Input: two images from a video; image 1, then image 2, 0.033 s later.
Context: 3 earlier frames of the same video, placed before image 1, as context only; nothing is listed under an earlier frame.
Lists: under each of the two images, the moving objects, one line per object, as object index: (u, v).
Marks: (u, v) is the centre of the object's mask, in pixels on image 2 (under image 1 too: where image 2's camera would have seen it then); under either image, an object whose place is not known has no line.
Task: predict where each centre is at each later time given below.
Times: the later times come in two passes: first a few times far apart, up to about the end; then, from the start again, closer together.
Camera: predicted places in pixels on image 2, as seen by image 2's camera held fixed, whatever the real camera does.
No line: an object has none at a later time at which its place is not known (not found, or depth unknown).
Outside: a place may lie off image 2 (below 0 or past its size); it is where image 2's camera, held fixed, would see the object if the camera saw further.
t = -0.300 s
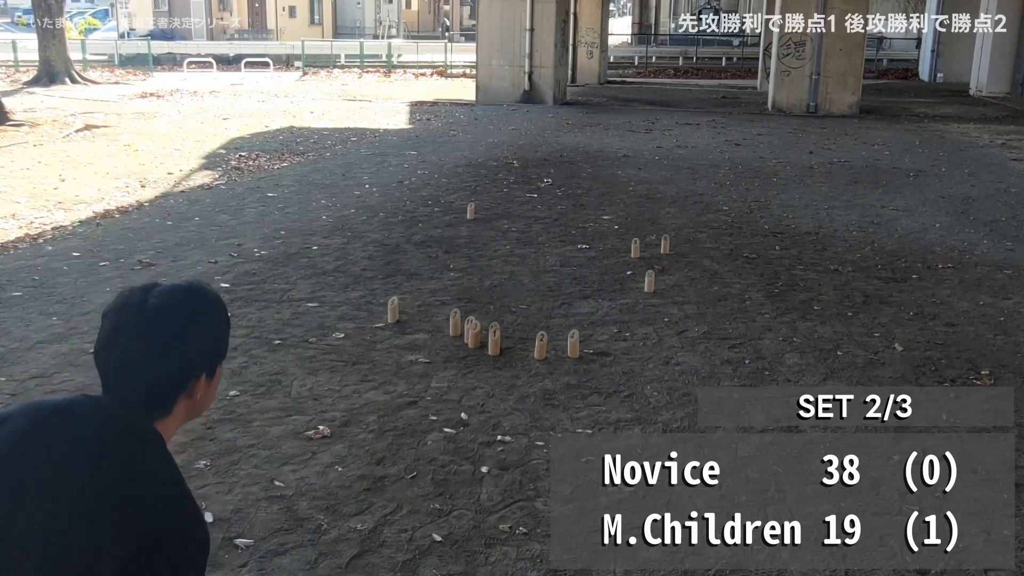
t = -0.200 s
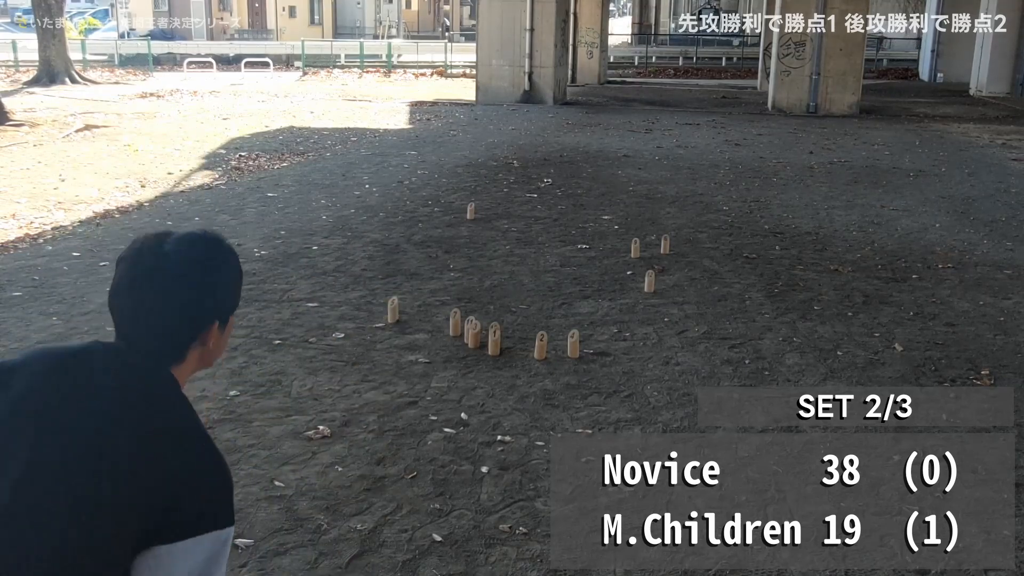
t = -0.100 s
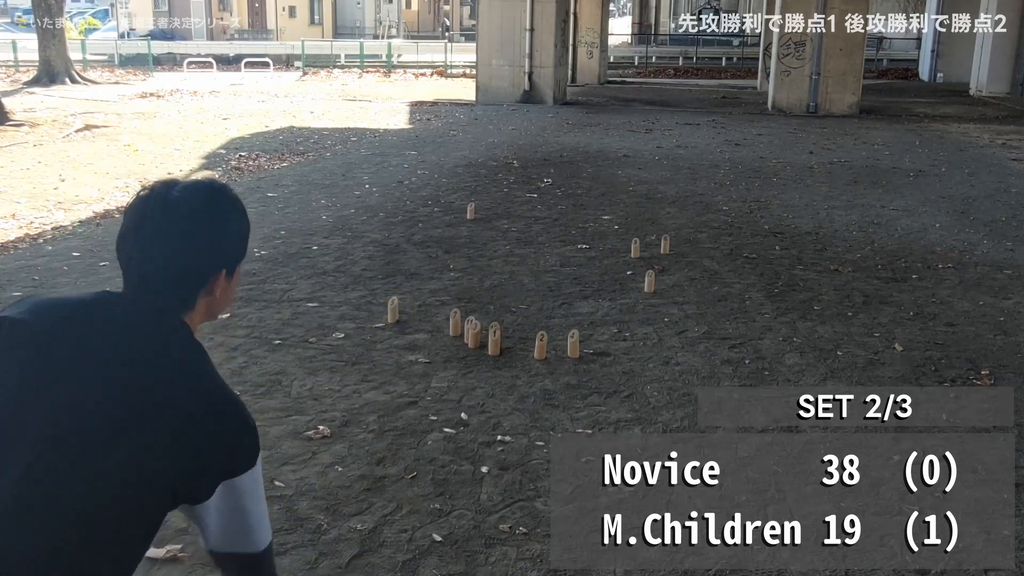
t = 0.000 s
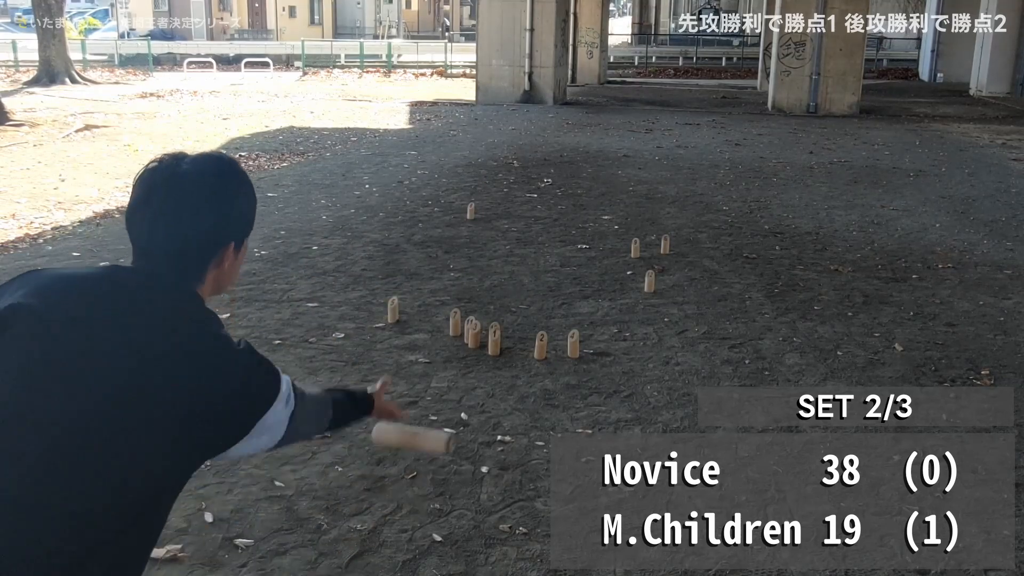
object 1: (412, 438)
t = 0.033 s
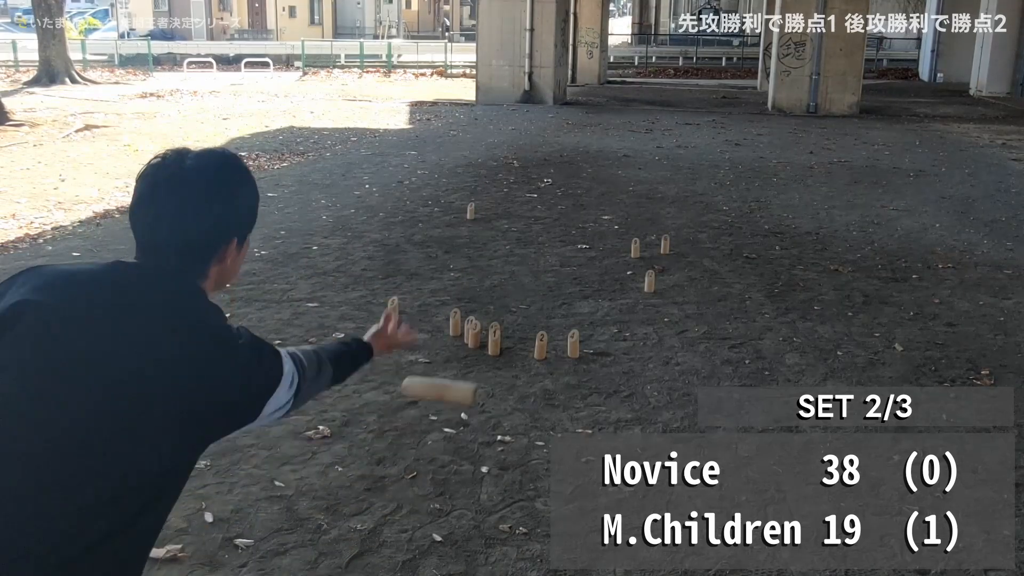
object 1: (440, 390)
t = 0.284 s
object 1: (571, 243)
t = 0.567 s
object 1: (636, 287)
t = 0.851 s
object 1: (677, 272)
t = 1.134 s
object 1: (710, 263)
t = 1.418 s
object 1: (722, 253)
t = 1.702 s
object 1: (730, 249)
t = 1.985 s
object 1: (727, 248)
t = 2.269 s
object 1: (723, 246)
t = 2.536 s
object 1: (723, 246)
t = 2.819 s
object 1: (723, 246)
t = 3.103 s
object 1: (723, 246)
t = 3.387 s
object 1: (723, 245)
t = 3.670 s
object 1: (723, 246)
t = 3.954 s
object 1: (723, 246)
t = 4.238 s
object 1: (722, 246)
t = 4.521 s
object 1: (723, 246)
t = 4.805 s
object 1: (723, 245)
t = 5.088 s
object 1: (723, 245)
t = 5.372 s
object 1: (723, 246)
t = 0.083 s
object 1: (477, 335)
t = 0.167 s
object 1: (524, 277)
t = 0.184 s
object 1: (532, 269)
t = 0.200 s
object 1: (539, 262)
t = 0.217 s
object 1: (546, 257)
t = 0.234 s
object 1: (553, 252)
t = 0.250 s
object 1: (559, 248)
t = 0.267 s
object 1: (565, 246)
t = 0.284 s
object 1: (571, 243)
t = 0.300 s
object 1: (577, 242)
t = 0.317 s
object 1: (582, 241)
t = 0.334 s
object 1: (588, 241)
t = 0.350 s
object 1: (592, 241)
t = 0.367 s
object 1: (596, 243)
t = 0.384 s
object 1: (601, 244)
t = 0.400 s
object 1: (605, 246)
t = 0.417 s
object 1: (609, 248)
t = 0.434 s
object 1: (612, 251)
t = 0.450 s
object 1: (616, 255)
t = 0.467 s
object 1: (619, 258)
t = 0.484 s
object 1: (623, 263)
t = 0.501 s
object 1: (625, 267)
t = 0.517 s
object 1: (628, 272)
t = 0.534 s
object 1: (630, 277)
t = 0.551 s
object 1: (633, 282)
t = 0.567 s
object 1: (636, 287)
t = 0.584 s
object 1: (638, 293)
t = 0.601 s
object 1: (641, 299)
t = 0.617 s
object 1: (643, 306)
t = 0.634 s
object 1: (645, 309)
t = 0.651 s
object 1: (647, 304)
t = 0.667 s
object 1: (650, 299)
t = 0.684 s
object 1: (653, 295)
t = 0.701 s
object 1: (656, 292)
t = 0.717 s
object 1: (658, 288)
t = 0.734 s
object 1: (660, 286)
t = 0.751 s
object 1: (664, 284)
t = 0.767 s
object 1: (665, 283)
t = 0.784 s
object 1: (668, 280)
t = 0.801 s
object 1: (670, 277)
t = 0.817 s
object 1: (672, 276)
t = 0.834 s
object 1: (675, 274)
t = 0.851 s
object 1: (677, 272)
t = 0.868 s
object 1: (678, 273)
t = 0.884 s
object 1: (682, 266)
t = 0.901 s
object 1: (684, 266)
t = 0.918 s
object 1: (686, 265)
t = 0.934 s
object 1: (688, 265)
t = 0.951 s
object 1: (690, 264)
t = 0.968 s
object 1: (692, 264)
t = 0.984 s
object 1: (693, 265)
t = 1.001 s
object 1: (696, 266)
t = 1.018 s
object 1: (698, 268)
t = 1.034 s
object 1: (700, 269)
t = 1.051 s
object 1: (703, 267)
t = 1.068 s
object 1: (705, 267)
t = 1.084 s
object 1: (706, 265)
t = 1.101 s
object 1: (708, 264)
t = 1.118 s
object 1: (709, 263)
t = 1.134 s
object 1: (710, 263)
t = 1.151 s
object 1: (712, 261)
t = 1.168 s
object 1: (714, 261)
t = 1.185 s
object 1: (714, 260)
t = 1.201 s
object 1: (714, 259)
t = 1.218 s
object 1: (715, 259)
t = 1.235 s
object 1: (716, 258)
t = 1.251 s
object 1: (717, 257)
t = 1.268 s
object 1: (717, 256)
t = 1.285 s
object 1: (719, 256)
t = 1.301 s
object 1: (718, 255)
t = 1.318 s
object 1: (719, 255)
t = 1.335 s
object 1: (720, 254)
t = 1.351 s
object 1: (721, 254)
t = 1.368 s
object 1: (721, 254)
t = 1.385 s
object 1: (722, 253)
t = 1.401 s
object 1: (722, 253)
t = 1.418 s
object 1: (722, 253)
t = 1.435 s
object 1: (723, 253)
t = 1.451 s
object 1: (724, 252)
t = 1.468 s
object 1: (724, 252)
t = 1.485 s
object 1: (725, 252)
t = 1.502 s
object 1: (726, 251)
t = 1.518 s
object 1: (727, 251)
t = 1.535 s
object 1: (727, 251)
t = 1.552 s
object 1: (728, 250)
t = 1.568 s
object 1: (728, 250)
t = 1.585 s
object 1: (729, 250)
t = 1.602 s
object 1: (729, 250)
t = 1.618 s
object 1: (730, 250)
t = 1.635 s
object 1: (730, 250)
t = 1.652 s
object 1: (730, 250)
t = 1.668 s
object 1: (730, 250)
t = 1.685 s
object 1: (730, 249)
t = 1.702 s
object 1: (730, 249)
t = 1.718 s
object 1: (730, 249)
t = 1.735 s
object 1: (730, 249)
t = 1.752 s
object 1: (730, 249)
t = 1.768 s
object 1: (730, 249)
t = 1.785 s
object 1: (730, 249)
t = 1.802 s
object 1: (730, 249)
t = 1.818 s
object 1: (730, 249)
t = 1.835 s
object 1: (729, 249)
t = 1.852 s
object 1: (729, 248)
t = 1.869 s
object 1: (729, 248)
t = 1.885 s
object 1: (729, 248)
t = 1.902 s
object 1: (728, 248)
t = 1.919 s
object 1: (728, 248)
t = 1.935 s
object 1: (728, 248)
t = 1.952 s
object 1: (727, 248)
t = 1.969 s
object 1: (727, 248)
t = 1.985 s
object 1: (727, 248)
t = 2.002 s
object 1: (727, 248)
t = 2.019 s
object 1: (726, 248)
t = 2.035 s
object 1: (726, 247)
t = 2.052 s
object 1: (726, 247)
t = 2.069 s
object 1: (726, 247)
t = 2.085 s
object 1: (725, 247)
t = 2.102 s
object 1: (725, 247)
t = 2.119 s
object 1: (725, 247)
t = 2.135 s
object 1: (725, 247)
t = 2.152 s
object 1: (724, 247)
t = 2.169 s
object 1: (724, 247)
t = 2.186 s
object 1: (724, 247)
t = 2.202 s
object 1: (724, 246)
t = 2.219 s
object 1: (724, 246)
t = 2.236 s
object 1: (724, 246)
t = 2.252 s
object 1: (724, 246)
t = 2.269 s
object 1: (723, 246)
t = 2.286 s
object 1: (723, 246)
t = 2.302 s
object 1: (723, 246)
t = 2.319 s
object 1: (723, 246)
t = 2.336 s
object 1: (723, 246)
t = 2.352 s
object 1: (723, 246)
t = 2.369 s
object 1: (723, 246)
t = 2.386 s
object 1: (723, 246)
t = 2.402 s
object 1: (723, 246)
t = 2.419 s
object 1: (723, 246)
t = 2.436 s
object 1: (723, 246)
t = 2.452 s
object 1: (723, 246)
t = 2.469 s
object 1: (723, 246)
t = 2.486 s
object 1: (723, 246)
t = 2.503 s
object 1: (723, 246)
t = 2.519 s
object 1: (723, 246)
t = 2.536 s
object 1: (723, 246)
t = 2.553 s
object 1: (723, 246)
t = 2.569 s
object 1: (723, 246)
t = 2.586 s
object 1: (723, 246)
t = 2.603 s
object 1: (723, 246)
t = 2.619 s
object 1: (723, 246)
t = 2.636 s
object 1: (723, 246)
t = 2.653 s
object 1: (723, 246)
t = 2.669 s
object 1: (723, 246)
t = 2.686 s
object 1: (723, 246)
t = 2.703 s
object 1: (723, 246)
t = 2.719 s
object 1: (723, 246)
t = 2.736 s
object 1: (723, 246)
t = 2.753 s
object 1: (723, 246)
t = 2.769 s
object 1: (723, 246)
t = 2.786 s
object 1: (723, 246)
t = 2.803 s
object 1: (723, 246)
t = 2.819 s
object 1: (723, 246)
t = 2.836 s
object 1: (723, 246)
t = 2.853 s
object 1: (723, 246)
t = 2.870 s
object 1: (723, 246)
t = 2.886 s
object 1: (723, 246)
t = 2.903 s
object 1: (723, 246)
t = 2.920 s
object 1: (723, 246)
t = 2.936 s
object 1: (723, 245)
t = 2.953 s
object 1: (723, 245)
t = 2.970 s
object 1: (723, 245)
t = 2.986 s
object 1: (723, 245)
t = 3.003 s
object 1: (723, 246)
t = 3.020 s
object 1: (723, 246)
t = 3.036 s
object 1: (723, 245)
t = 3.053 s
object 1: (723, 246)
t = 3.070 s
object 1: (723, 246)
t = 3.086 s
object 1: (723, 246)
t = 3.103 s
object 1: (723, 246)
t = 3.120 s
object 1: (723, 246)
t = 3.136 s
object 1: (723, 246)
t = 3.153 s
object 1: (723, 246)
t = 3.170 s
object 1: (723, 246)
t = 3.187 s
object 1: (723, 246)
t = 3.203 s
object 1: (723, 246)
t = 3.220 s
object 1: (723, 246)
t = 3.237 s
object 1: (723, 245)
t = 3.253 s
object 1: (723, 246)
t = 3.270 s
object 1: (723, 246)
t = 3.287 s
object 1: (723, 246)
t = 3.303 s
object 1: (723, 246)
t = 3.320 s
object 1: (723, 245)
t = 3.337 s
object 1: (723, 246)
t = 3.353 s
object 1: (723, 246)
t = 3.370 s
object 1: (723, 245)
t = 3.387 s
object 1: (723, 245)
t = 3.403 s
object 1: (723, 245)
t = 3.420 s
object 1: (723, 245)
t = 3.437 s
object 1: (723, 246)
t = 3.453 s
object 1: (723, 246)
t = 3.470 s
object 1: (723, 245)
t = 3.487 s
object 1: (723, 245)
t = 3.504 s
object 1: (723, 246)
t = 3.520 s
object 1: (723, 246)
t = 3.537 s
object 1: (723, 246)
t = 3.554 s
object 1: (723, 246)
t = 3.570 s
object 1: (723, 246)
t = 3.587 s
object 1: (723, 246)
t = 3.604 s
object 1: (723, 246)
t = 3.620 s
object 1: (723, 246)
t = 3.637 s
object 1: (723, 246)
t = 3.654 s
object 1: (723, 246)
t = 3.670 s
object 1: (723, 246)
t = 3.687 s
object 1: (723, 246)
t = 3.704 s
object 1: (723, 246)
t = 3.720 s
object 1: (723, 246)
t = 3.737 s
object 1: (723, 246)
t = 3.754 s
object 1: (723, 246)
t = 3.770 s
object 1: (723, 246)
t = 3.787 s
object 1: (723, 246)
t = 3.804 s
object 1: (723, 246)
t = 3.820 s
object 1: (723, 246)
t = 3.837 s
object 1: (723, 246)
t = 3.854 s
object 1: (723, 246)
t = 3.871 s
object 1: (723, 246)
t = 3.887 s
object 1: (723, 246)
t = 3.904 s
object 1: (723, 246)
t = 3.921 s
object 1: (723, 246)
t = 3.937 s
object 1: (723, 246)
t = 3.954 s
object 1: (723, 246)
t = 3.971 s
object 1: (723, 246)
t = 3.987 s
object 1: (723, 246)
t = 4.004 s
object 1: (723, 246)
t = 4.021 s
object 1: (723, 246)
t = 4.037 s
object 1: (723, 246)
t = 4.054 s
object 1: (723, 246)
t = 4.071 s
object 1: (723, 246)
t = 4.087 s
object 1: (723, 246)
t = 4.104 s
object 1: (723, 246)
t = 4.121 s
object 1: (722, 246)
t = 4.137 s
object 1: (723, 246)
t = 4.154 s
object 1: (723, 246)
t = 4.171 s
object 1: (723, 246)
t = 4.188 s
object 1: (723, 246)
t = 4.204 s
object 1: (723, 246)
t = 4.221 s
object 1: (723, 246)
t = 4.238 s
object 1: (722, 246)
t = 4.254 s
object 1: (723, 246)
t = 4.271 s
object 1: (722, 246)
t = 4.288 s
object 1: (723, 246)
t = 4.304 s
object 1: (723, 246)
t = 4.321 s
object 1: (723, 246)
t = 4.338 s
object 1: (723, 246)
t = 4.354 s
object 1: (723, 246)
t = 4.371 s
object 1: (723, 246)
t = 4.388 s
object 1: (723, 246)
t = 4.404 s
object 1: (723, 246)
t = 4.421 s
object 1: (723, 246)
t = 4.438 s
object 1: (723, 246)
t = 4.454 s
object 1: (723, 246)
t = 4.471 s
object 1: (723, 246)
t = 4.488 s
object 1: (723, 246)
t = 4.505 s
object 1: (723, 246)
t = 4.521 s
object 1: (723, 246)
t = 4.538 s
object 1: (723, 246)
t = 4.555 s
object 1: (723, 246)
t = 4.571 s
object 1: (723, 246)
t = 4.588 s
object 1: (723, 246)
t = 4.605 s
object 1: (723, 246)
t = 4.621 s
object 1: (723, 246)
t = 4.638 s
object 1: (723, 246)
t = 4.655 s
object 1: (723, 246)
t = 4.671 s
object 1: (723, 246)
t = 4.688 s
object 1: (723, 246)
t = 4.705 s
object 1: (723, 246)
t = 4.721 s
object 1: (723, 245)
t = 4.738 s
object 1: (723, 246)
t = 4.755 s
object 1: (723, 245)
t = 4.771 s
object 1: (723, 245)
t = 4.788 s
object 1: (723, 245)
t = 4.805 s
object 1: (723, 245)
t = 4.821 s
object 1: (723, 245)
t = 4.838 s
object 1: (723, 245)
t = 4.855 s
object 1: (723, 245)
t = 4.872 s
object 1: (723, 245)
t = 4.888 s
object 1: (723, 246)
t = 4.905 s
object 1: (723, 245)
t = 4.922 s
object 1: (723, 246)
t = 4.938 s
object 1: (723, 246)
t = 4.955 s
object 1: (723, 245)
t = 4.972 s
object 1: (723, 245)
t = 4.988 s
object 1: (723, 246)
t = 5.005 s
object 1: (723, 246)
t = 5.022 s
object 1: (723, 246)
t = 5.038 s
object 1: (723, 246)
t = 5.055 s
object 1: (723, 245)
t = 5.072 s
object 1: (723, 245)
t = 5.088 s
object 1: (723, 245)
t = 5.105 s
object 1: (723, 246)
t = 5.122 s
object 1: (723, 246)
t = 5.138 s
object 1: (723, 246)
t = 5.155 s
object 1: (723, 246)
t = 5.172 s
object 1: (723, 245)
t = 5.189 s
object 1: (723, 246)
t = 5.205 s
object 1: (723, 246)
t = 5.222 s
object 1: (723, 246)
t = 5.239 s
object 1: (723, 246)
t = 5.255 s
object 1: (723, 246)
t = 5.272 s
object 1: (723, 245)
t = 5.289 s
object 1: (723, 246)
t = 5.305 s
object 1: (723, 246)
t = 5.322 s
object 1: (723, 246)
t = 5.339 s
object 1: (723, 246)
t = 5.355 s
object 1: (723, 246)
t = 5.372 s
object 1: (723, 246)
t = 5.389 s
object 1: (723, 246)
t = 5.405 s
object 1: (723, 246)
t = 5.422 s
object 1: (723, 246)
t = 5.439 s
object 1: (723, 245)
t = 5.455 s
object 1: (723, 245)
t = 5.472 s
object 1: (723, 246)
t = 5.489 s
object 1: (723, 246)
